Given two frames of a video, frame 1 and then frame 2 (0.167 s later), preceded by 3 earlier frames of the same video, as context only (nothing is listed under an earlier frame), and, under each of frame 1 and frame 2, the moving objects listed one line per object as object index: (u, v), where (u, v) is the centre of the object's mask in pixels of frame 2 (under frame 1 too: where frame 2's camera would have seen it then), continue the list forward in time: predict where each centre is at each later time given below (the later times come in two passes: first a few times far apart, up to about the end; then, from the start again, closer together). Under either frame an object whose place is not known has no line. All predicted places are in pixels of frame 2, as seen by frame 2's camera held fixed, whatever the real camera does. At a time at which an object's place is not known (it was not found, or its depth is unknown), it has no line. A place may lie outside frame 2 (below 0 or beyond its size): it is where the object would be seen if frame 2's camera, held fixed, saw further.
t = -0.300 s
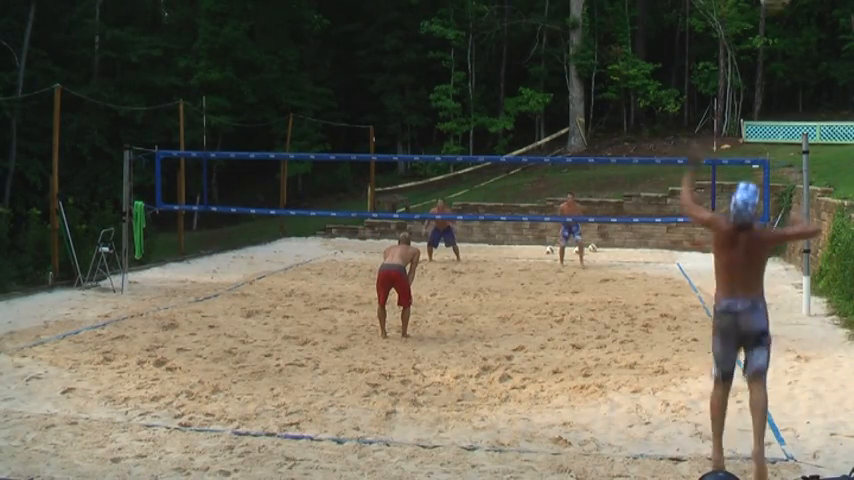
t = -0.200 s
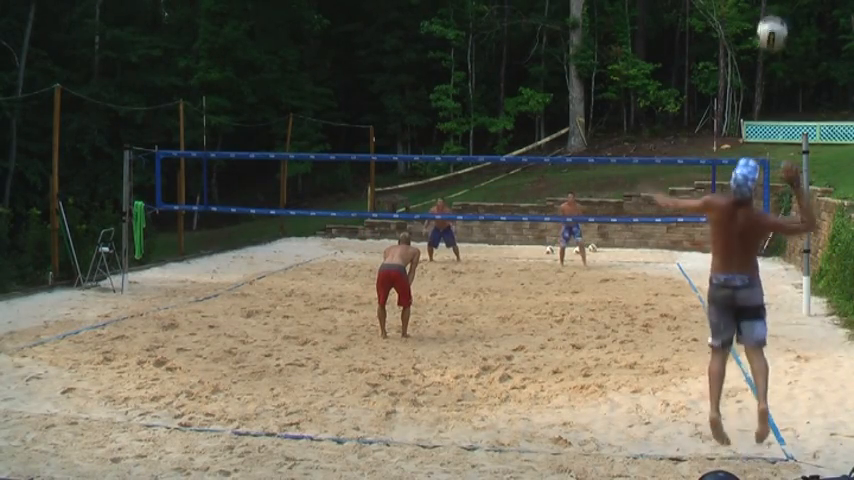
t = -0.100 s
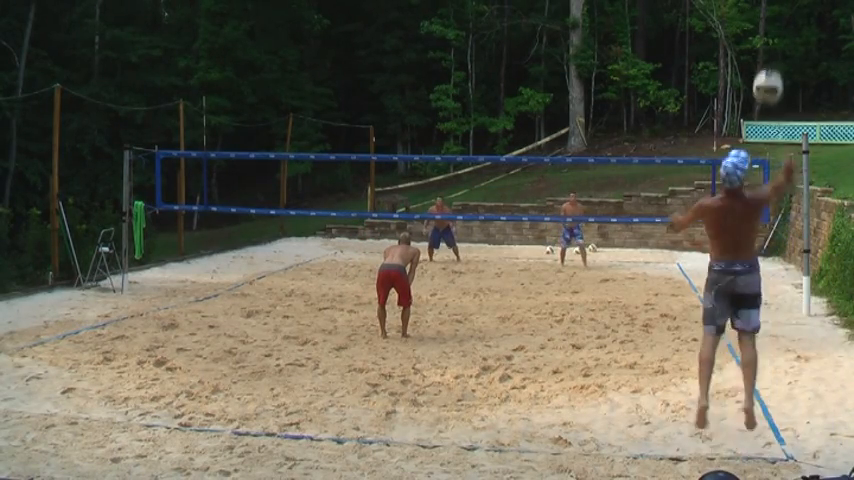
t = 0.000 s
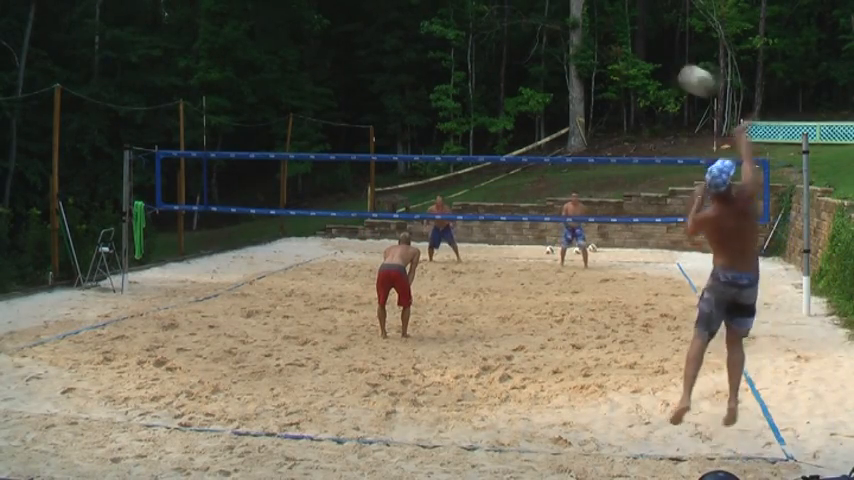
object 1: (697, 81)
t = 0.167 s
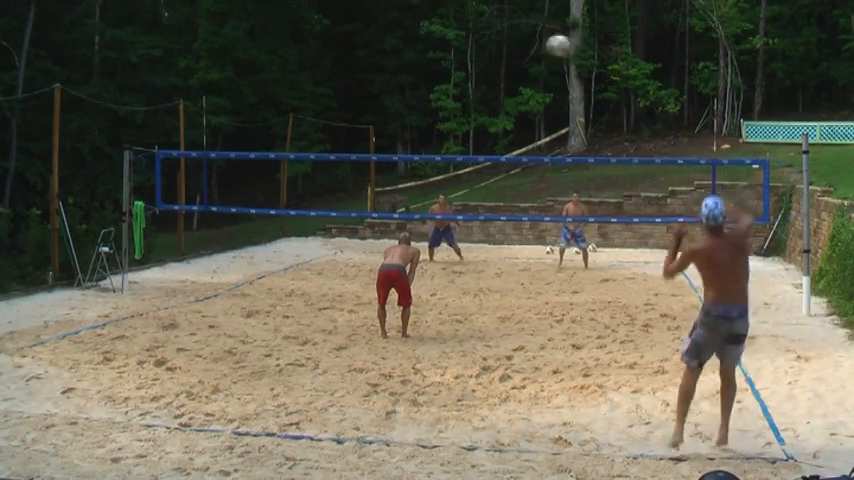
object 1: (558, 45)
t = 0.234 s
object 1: (521, 46)
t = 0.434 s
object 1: (433, 71)
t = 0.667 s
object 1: (364, 129)
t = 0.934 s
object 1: (309, 215)
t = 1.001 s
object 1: (298, 237)
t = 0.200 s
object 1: (539, 45)
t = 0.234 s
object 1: (521, 46)
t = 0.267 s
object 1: (502, 47)
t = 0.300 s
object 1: (487, 51)
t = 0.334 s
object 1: (472, 55)
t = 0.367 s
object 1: (458, 60)
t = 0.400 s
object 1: (445, 65)
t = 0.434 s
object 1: (433, 71)
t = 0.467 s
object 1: (421, 79)
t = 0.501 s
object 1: (410, 85)
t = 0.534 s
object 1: (400, 93)
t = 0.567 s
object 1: (391, 102)
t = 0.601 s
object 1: (381, 110)
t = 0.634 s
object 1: (373, 119)
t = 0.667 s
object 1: (364, 129)
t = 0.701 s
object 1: (356, 138)
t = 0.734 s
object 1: (349, 148)
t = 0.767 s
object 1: (341, 161)
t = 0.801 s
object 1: (335, 170)
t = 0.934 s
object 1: (309, 215)
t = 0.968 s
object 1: (304, 227)
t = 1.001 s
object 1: (298, 237)
